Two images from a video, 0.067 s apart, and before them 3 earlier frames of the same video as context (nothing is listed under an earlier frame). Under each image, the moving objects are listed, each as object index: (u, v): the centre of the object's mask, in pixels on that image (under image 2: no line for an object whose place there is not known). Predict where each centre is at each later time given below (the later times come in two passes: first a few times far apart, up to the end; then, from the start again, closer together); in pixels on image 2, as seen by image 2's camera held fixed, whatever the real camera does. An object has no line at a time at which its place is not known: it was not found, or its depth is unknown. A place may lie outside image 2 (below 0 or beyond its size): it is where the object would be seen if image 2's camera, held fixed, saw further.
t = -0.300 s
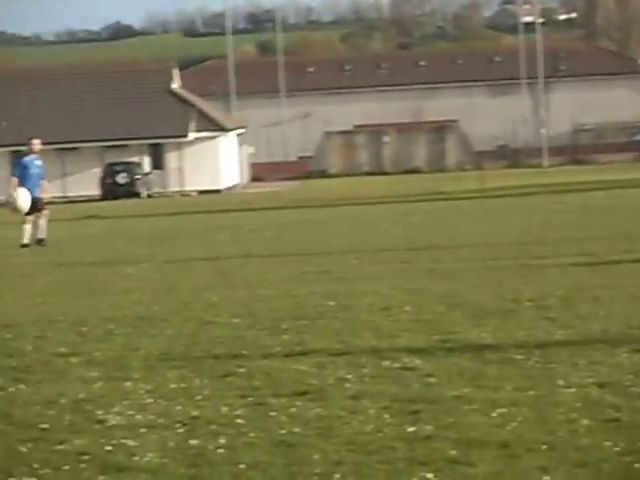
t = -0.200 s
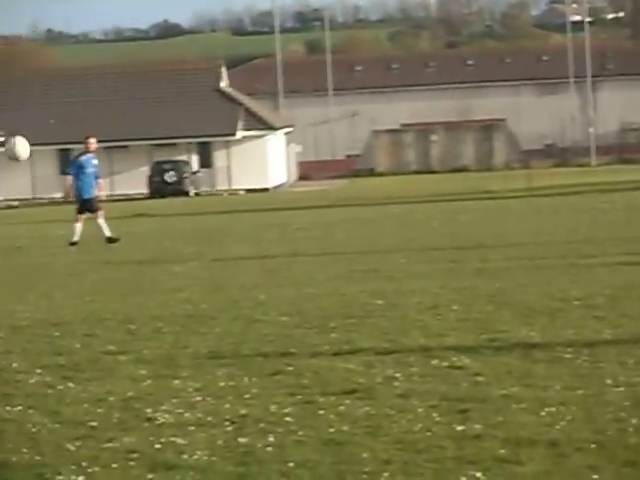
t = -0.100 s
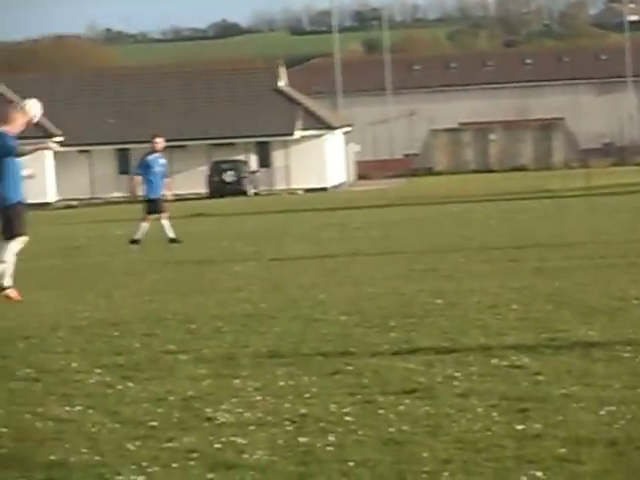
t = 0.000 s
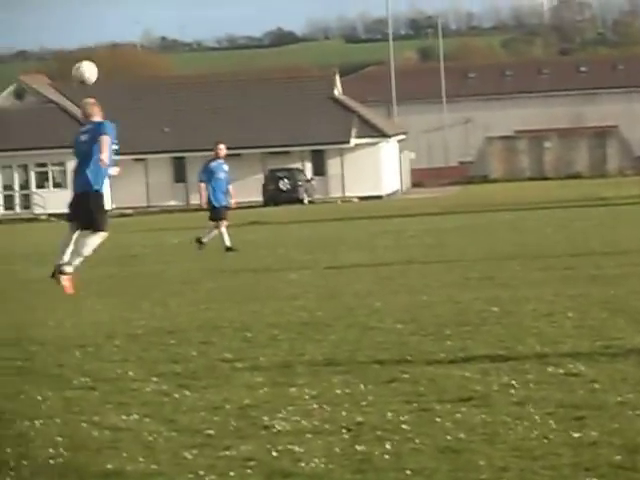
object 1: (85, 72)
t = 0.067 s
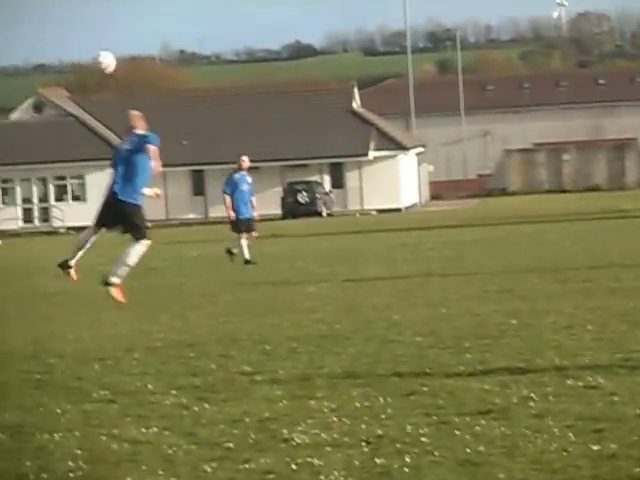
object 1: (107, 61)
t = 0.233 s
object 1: (101, 26)
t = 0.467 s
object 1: (94, 28)
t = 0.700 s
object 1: (84, 81)
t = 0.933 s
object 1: (76, 176)
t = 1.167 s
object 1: (64, 285)
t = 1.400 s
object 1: (28, 198)
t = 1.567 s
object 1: (2, 167)
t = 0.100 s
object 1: (103, 53)
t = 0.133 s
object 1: (102, 44)
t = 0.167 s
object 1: (102, 36)
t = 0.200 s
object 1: (101, 30)
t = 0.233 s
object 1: (101, 26)
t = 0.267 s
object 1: (100, 23)
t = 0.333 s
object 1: (99, 20)
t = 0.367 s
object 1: (97, 21)
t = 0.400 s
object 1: (96, 22)
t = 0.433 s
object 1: (95, 24)
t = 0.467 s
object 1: (94, 28)
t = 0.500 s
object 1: (92, 33)
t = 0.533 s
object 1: (91, 38)
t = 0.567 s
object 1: (91, 44)
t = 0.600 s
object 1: (90, 53)
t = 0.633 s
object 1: (89, 61)
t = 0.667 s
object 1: (87, 70)
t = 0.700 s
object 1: (84, 81)
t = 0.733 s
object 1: (83, 91)
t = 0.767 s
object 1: (83, 103)
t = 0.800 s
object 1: (82, 116)
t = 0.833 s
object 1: (78, 130)
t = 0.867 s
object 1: (77, 144)
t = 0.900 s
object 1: (75, 160)
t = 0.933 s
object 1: (76, 176)
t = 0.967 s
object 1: (75, 192)
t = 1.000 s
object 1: (72, 210)
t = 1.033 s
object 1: (73, 228)
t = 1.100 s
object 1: (70, 266)
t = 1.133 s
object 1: (68, 286)
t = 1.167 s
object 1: (64, 285)
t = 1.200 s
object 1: (58, 269)
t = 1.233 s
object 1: (53, 255)
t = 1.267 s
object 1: (48, 241)
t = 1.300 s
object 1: (44, 229)
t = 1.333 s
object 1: (38, 218)
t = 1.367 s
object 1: (34, 207)
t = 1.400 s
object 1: (28, 198)
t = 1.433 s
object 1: (23, 190)
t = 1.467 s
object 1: (18, 182)
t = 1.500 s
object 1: (13, 176)
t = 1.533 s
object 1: (8, 170)
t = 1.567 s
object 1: (2, 167)
